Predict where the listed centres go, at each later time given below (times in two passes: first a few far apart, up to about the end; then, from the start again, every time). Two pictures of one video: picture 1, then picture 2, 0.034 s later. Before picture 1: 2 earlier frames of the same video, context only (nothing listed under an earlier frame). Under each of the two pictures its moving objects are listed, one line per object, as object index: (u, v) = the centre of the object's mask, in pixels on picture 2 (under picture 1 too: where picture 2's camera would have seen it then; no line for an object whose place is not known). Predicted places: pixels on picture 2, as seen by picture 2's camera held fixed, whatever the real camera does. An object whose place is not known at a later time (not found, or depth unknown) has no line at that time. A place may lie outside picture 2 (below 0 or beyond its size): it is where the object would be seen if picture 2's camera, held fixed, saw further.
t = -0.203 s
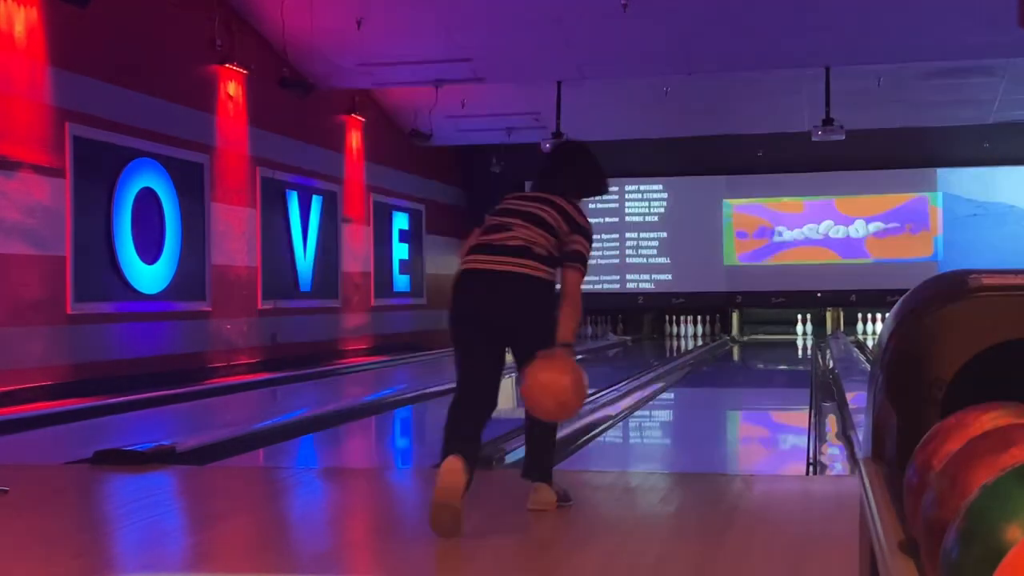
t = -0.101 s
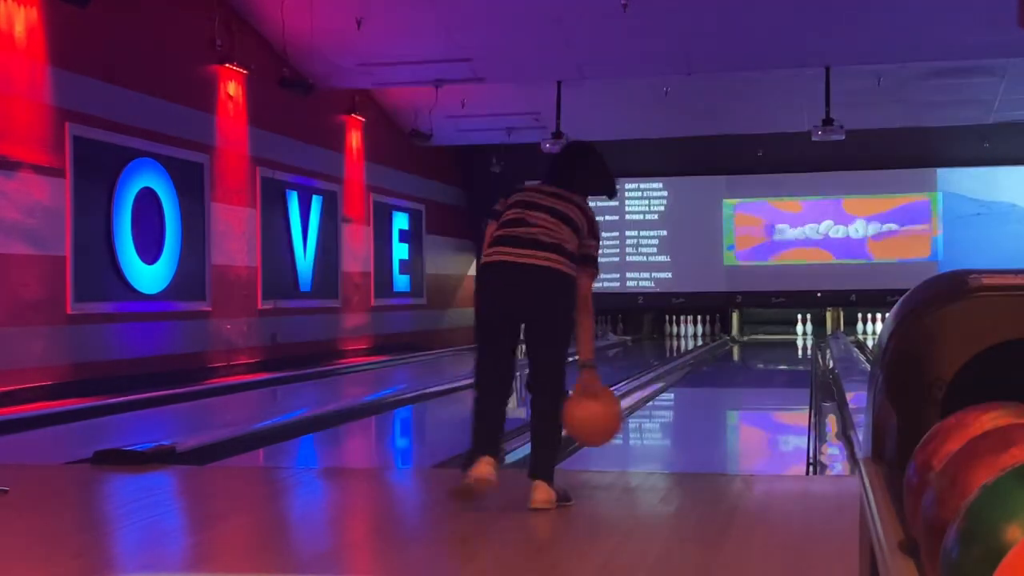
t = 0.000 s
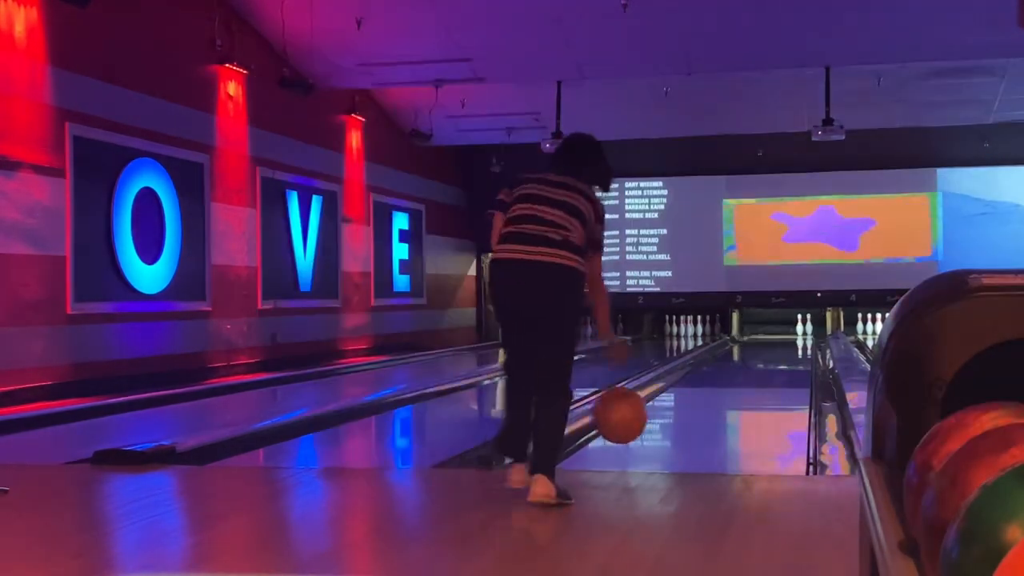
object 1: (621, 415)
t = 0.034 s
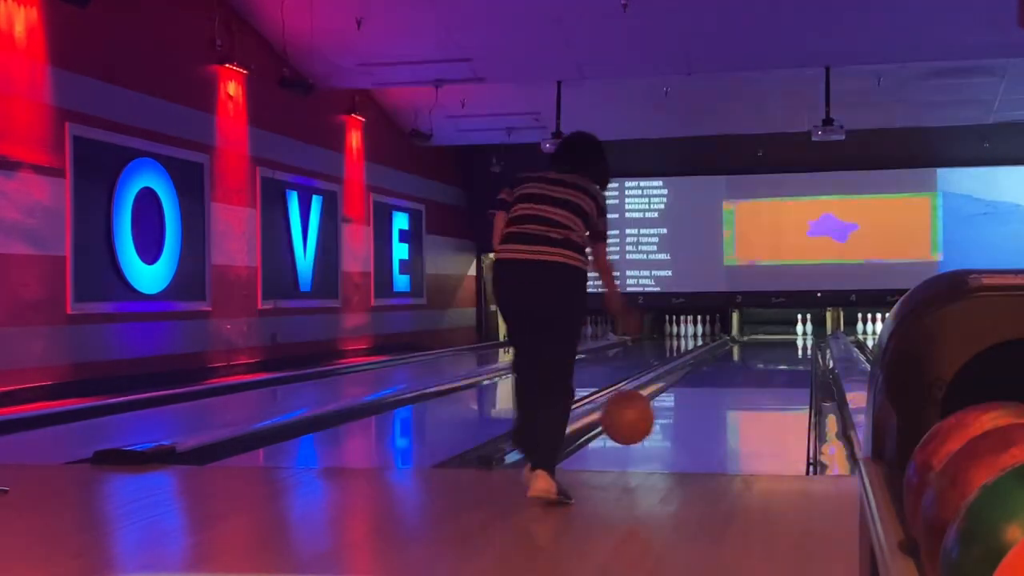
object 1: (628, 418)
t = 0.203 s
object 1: (659, 430)
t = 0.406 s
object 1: (686, 415)
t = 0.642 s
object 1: (709, 397)
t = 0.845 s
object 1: (723, 386)
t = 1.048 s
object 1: (734, 377)
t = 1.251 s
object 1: (742, 372)
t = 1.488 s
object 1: (751, 363)
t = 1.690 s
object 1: (756, 359)
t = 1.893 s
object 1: (760, 356)
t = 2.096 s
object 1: (765, 353)
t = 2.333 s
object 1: (768, 349)
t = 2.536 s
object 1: (770, 347)
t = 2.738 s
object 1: (772, 344)
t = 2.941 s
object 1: (773, 342)
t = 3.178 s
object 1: (773, 340)
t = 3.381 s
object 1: (775, 338)
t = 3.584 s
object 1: (775, 337)
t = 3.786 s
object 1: (775, 335)
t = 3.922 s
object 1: (775, 334)
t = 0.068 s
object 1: (635, 422)
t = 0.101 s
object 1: (642, 430)
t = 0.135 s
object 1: (648, 438)
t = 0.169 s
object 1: (654, 435)
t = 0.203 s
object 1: (659, 430)
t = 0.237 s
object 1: (665, 427)
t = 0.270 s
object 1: (670, 426)
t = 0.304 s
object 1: (674, 424)
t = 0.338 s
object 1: (679, 420)
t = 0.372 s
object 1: (683, 417)
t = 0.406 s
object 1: (686, 415)
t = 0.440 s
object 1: (690, 412)
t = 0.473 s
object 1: (693, 409)
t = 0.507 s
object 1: (697, 407)
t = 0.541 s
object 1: (699, 404)
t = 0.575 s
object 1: (703, 402)
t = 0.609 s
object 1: (706, 400)
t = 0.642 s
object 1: (709, 397)
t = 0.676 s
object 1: (711, 395)
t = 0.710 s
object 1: (714, 393)
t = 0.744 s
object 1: (716, 392)
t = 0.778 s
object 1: (718, 390)
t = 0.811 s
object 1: (721, 388)
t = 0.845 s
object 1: (723, 386)
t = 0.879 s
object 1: (725, 385)
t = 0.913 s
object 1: (727, 383)
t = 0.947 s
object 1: (729, 380)
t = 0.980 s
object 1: (731, 379)
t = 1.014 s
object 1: (732, 378)
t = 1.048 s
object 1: (734, 377)
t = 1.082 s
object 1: (735, 376)
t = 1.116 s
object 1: (738, 374)
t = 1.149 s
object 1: (740, 373)
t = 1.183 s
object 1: (740, 373)
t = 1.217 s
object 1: (741, 372)
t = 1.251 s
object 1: (742, 372)
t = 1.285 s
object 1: (743, 370)
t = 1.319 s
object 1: (745, 369)
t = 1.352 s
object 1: (746, 369)
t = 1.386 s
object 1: (747, 368)
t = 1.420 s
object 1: (748, 367)
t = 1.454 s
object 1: (749, 365)
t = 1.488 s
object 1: (751, 363)
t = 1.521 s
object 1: (751, 363)
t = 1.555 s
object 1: (752, 363)
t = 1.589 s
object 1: (754, 362)
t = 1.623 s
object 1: (754, 361)
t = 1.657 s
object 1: (756, 359)
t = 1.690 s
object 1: (756, 359)
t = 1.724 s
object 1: (756, 359)
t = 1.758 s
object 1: (757, 358)
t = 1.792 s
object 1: (758, 358)
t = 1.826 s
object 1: (759, 357)
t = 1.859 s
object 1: (759, 357)
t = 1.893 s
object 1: (760, 356)
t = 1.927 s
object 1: (761, 355)
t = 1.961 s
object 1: (761, 355)
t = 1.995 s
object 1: (763, 353)
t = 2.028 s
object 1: (764, 354)
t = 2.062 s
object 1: (764, 354)
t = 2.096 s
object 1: (765, 353)
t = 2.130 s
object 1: (765, 352)
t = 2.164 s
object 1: (766, 352)
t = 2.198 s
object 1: (765, 352)
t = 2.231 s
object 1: (767, 350)
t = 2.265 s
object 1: (768, 349)
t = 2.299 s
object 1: (768, 350)
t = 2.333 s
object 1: (768, 349)
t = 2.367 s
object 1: (769, 349)
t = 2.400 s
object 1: (769, 348)
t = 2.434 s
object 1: (770, 348)
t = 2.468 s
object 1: (770, 347)
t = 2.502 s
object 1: (770, 347)
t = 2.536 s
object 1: (770, 347)
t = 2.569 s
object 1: (770, 346)
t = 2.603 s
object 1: (771, 346)
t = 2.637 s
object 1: (771, 345)
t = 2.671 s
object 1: (771, 344)
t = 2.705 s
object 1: (771, 344)
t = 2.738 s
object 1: (772, 344)
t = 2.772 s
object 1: (772, 344)
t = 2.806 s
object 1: (772, 343)
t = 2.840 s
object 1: (772, 342)
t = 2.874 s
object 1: (772, 342)
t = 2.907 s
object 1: (772, 342)
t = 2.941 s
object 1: (773, 342)
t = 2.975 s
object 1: (773, 341)
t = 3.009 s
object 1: (773, 341)
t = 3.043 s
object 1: (773, 341)
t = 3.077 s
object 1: (773, 340)
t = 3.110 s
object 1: (773, 340)
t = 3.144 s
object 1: (773, 340)
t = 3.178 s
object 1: (773, 340)
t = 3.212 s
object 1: (773, 340)
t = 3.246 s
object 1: (773, 339)
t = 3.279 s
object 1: (774, 338)
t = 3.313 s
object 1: (774, 338)
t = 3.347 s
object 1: (774, 338)
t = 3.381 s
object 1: (775, 338)
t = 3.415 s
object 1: (775, 338)
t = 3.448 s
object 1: (775, 338)
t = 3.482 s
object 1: (775, 338)
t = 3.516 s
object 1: (775, 337)
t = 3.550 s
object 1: (775, 337)
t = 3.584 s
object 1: (775, 337)
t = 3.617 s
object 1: (775, 336)
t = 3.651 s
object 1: (775, 337)
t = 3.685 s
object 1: (775, 336)
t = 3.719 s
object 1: (775, 336)
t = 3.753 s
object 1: (775, 336)
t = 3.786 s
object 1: (775, 335)
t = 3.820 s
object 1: (775, 335)
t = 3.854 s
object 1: (775, 334)
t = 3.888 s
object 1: (775, 334)
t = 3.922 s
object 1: (775, 334)
